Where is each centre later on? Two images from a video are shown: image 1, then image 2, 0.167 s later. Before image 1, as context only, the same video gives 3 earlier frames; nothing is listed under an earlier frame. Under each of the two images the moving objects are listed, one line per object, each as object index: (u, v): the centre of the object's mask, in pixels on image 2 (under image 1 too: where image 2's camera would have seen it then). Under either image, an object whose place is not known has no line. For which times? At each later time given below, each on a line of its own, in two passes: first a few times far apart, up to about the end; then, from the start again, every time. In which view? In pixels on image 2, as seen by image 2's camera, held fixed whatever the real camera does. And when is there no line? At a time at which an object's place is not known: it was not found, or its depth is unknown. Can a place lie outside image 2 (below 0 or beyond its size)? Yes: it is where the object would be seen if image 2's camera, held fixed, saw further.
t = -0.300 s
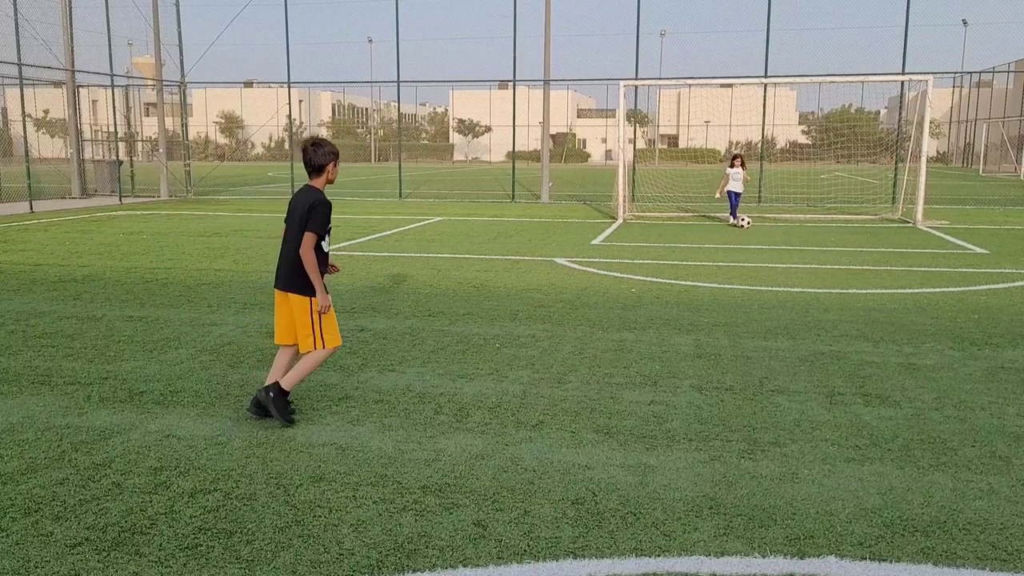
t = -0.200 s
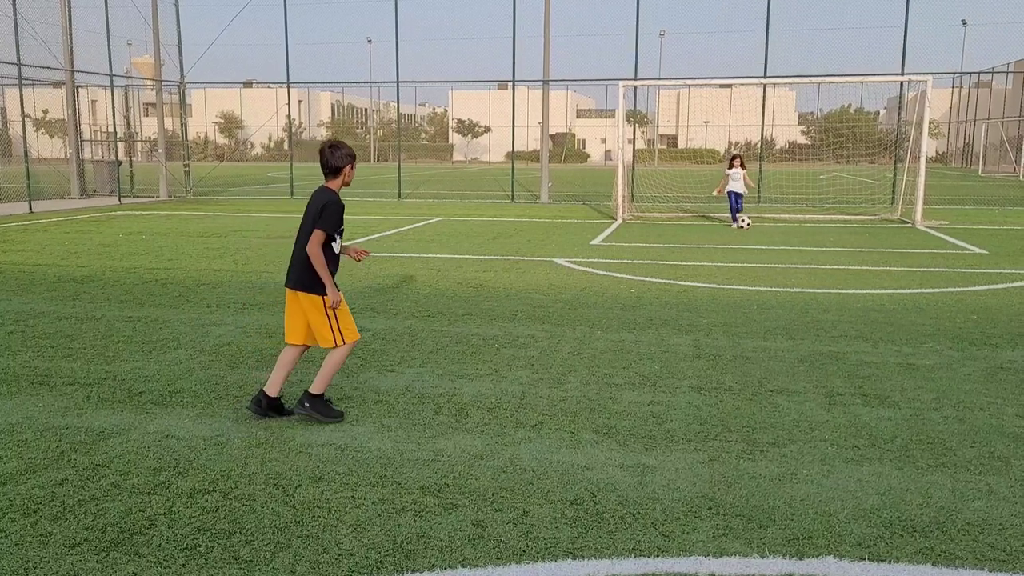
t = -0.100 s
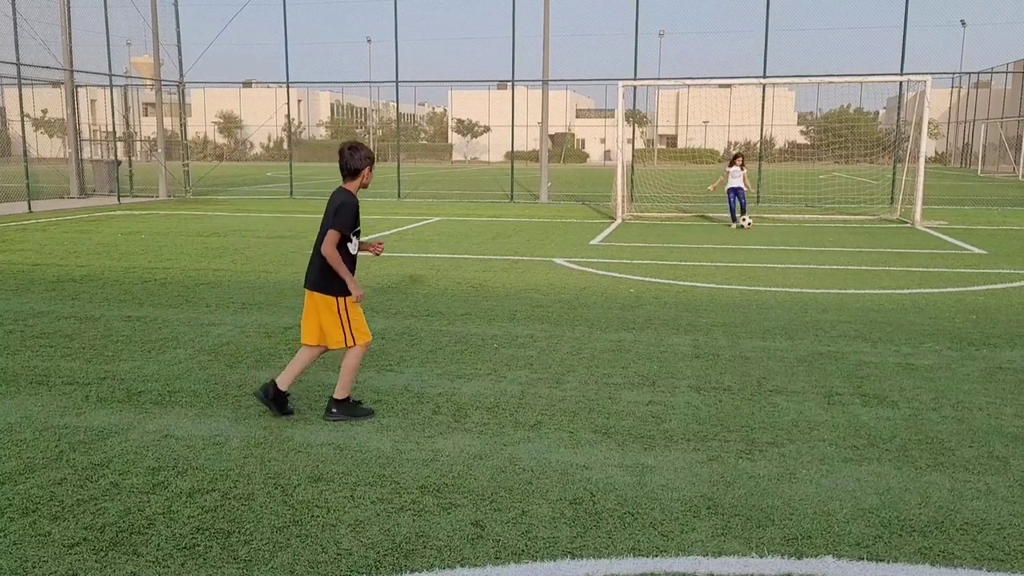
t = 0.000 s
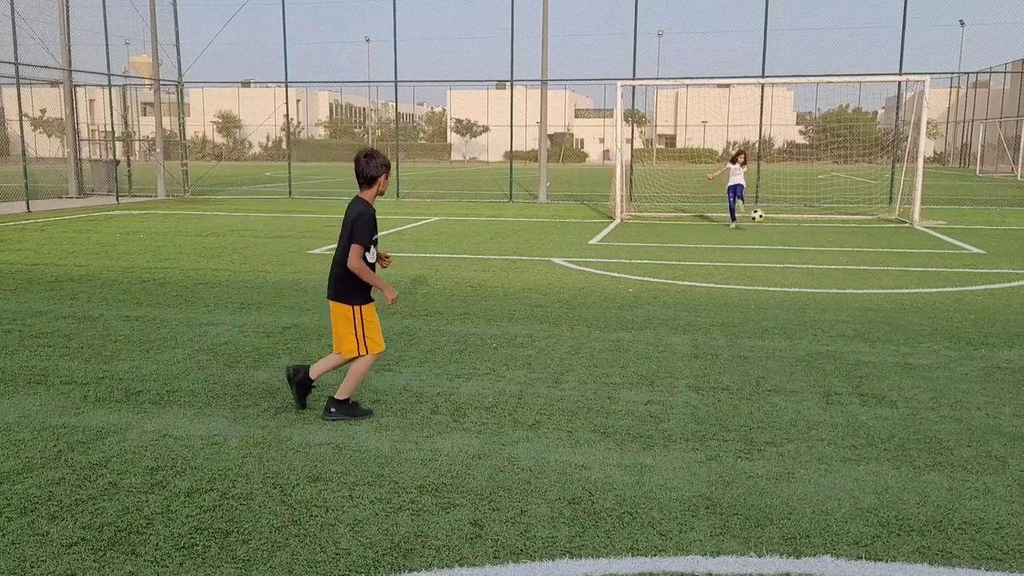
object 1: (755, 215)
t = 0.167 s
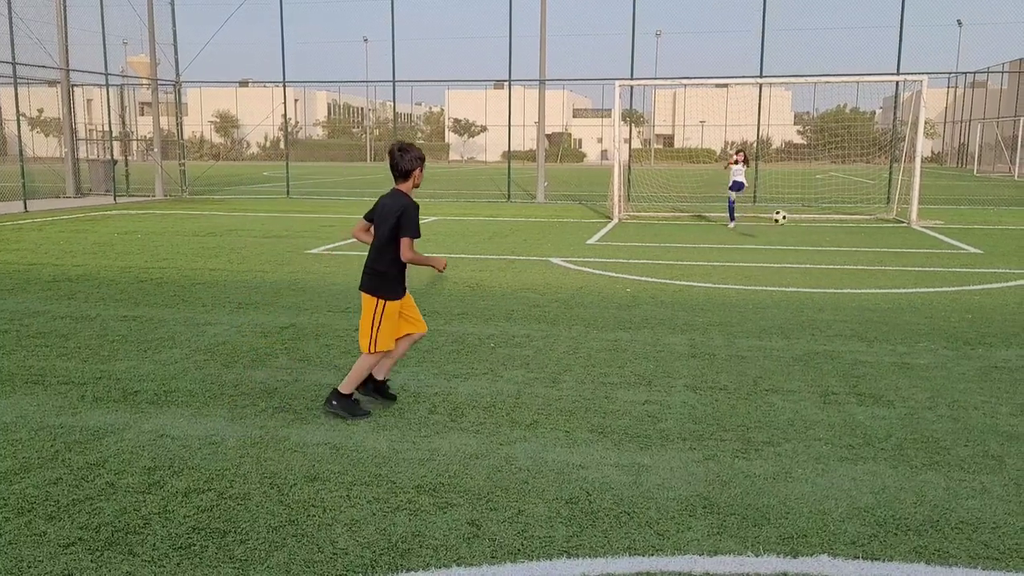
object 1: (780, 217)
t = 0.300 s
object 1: (803, 234)
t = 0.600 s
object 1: (870, 257)
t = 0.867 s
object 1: (950, 299)
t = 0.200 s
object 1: (785, 220)
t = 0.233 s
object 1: (791, 224)
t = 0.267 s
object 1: (797, 228)
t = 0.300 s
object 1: (803, 234)
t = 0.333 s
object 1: (810, 240)
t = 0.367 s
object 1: (817, 248)
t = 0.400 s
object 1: (824, 257)
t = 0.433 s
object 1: (832, 259)
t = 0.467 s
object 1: (839, 256)
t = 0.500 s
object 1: (846, 255)
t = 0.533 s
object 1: (854, 255)
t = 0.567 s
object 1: (862, 256)
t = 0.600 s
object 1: (870, 257)
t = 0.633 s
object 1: (879, 260)
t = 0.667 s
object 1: (888, 265)
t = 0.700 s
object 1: (897, 270)
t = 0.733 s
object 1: (907, 278)
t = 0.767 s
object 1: (917, 286)
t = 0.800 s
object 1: (929, 297)
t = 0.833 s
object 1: (940, 301)
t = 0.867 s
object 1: (950, 299)
